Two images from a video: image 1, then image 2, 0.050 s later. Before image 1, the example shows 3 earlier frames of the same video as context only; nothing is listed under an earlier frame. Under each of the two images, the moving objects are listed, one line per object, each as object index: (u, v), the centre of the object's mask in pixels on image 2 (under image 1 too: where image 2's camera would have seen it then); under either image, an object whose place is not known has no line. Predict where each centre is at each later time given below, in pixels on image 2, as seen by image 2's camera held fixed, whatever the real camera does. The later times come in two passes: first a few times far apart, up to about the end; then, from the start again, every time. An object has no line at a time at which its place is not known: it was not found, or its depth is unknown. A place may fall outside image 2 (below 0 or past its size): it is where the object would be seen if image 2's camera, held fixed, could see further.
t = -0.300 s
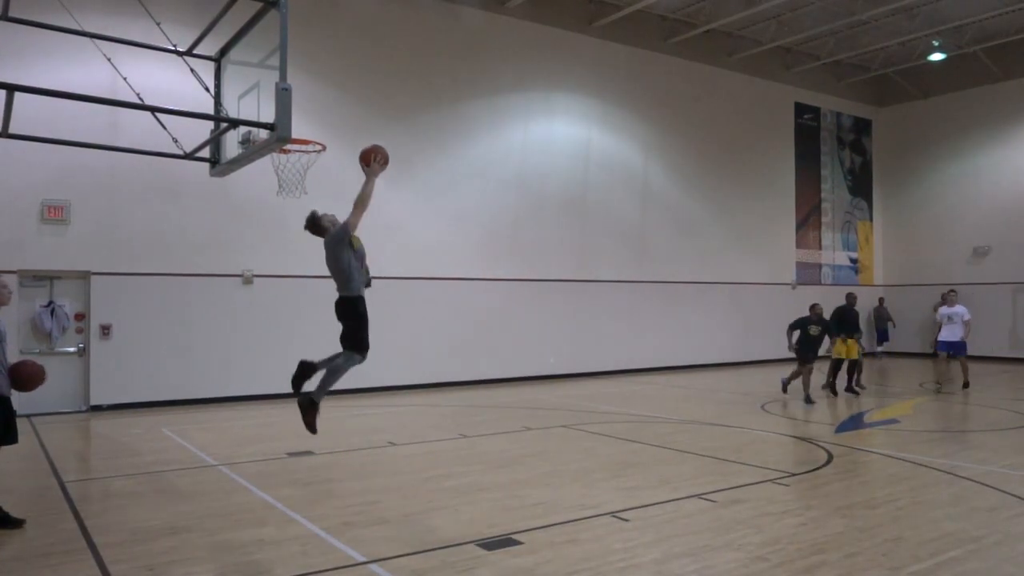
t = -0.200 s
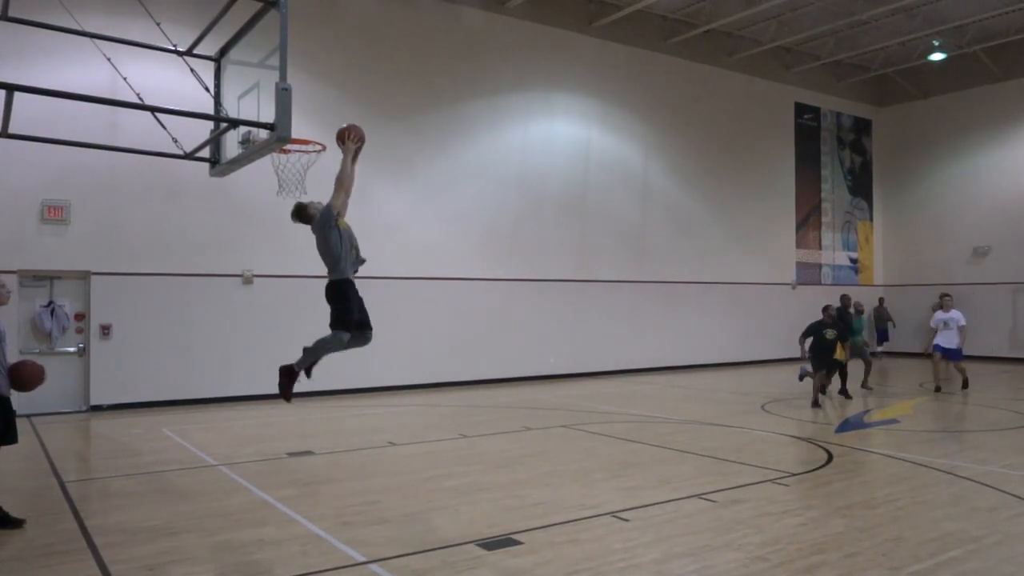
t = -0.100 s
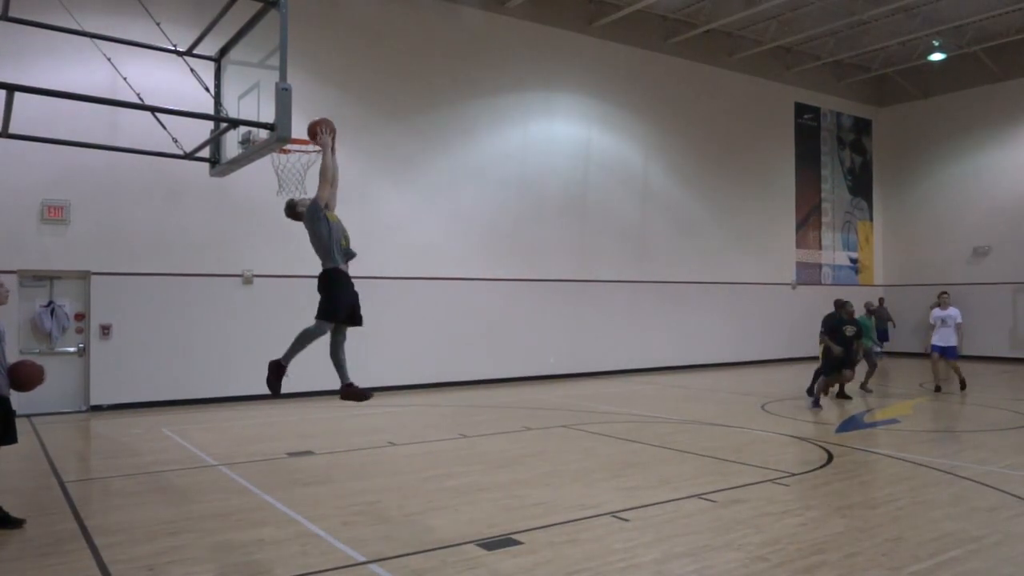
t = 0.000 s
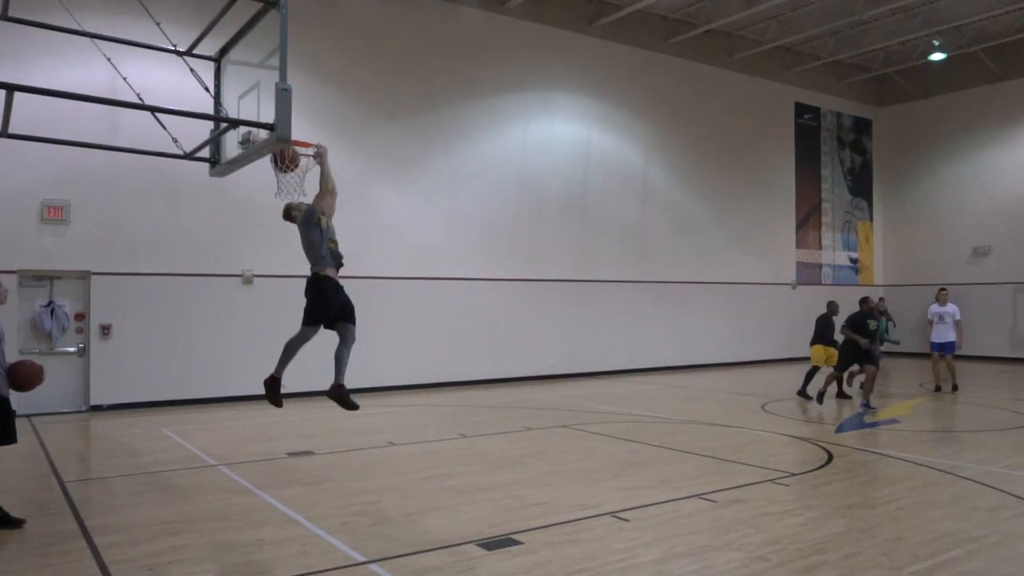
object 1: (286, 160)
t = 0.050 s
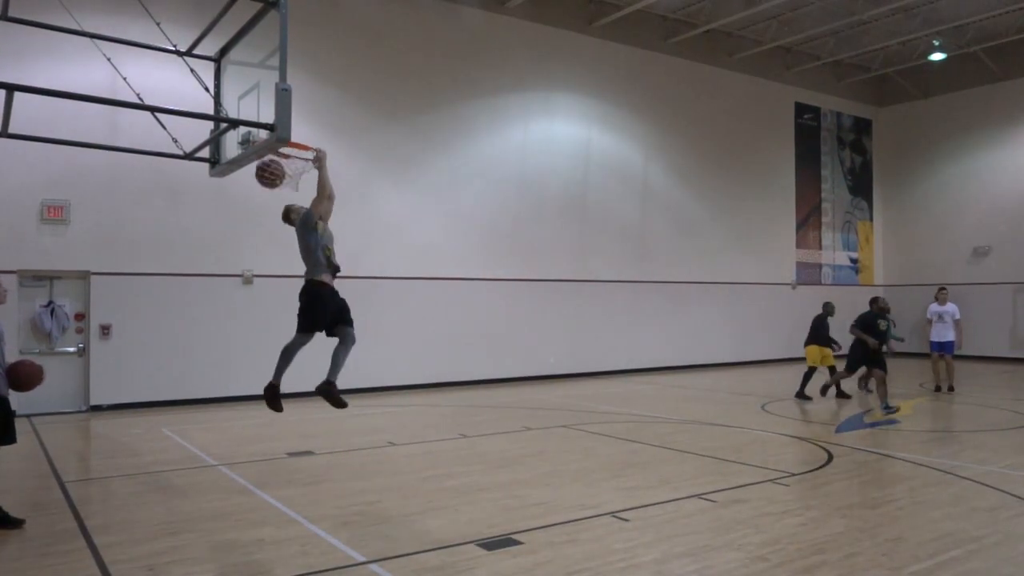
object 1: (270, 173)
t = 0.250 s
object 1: (246, 216)
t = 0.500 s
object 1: (216, 339)
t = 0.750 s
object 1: (193, 472)
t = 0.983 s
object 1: (210, 354)
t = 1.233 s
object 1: (230, 301)
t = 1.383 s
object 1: (242, 307)
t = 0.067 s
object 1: (267, 175)
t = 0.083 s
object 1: (265, 177)
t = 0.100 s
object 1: (263, 179)
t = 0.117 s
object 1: (261, 183)
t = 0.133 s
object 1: (260, 185)
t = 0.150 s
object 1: (258, 189)
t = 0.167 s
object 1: (256, 192)
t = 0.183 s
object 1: (254, 196)
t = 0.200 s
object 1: (252, 201)
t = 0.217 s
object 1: (250, 205)
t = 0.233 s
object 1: (248, 210)
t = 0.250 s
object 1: (246, 216)
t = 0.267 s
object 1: (244, 222)
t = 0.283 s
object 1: (243, 227)
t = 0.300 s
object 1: (241, 234)
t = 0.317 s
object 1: (238, 241)
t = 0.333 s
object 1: (237, 248)
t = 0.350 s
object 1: (235, 255)
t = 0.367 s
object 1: (233, 263)
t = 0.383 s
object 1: (231, 271)
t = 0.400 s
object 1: (229, 280)
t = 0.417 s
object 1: (227, 289)
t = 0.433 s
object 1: (224, 298)
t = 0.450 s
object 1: (222, 308)
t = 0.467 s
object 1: (220, 318)
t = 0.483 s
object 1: (218, 328)
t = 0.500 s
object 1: (216, 339)
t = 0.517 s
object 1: (214, 350)
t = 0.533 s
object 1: (212, 361)
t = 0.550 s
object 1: (210, 373)
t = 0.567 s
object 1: (207, 385)
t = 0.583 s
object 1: (205, 398)
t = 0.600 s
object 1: (203, 411)
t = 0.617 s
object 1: (201, 424)
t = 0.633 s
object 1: (199, 438)
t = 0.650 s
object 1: (197, 452)
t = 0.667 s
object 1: (194, 467)
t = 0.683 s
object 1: (192, 482)
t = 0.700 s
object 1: (190, 497)
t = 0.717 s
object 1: (191, 494)
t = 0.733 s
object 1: (192, 483)
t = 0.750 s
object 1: (193, 472)
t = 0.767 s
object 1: (194, 461)
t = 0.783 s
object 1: (195, 451)
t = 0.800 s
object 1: (197, 441)
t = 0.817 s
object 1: (198, 431)
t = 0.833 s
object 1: (199, 422)
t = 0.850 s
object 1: (200, 413)
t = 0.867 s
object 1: (202, 405)
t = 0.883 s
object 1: (203, 396)
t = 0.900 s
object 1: (204, 389)
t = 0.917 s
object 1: (205, 381)
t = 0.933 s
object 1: (206, 374)
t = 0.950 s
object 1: (208, 366)
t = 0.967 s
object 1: (209, 360)
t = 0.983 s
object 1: (210, 354)
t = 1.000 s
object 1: (211, 348)
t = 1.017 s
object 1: (213, 342)
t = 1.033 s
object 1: (214, 337)
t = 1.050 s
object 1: (215, 332)
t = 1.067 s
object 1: (217, 328)
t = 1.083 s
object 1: (218, 323)
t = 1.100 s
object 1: (219, 320)
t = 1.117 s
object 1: (220, 316)
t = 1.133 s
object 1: (222, 313)
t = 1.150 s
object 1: (223, 310)
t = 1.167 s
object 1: (224, 308)
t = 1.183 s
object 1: (226, 305)
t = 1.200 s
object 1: (227, 303)
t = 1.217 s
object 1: (228, 302)
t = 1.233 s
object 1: (230, 301)
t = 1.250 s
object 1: (231, 300)
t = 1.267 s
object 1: (232, 300)
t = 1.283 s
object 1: (234, 300)
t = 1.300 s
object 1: (235, 300)
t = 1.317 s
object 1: (236, 301)
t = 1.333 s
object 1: (238, 302)
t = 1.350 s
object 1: (239, 303)
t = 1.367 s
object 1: (240, 305)
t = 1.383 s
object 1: (242, 307)
